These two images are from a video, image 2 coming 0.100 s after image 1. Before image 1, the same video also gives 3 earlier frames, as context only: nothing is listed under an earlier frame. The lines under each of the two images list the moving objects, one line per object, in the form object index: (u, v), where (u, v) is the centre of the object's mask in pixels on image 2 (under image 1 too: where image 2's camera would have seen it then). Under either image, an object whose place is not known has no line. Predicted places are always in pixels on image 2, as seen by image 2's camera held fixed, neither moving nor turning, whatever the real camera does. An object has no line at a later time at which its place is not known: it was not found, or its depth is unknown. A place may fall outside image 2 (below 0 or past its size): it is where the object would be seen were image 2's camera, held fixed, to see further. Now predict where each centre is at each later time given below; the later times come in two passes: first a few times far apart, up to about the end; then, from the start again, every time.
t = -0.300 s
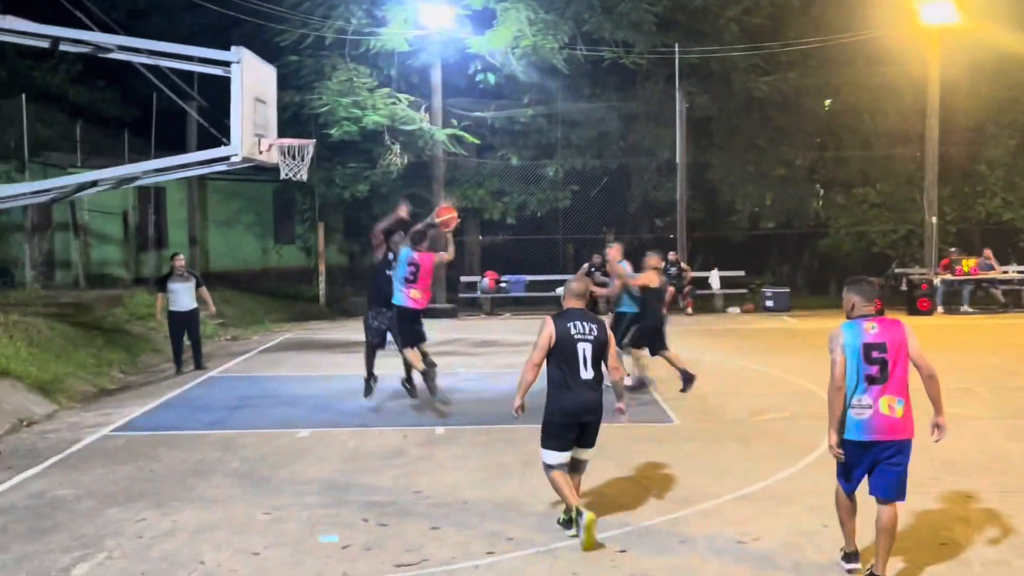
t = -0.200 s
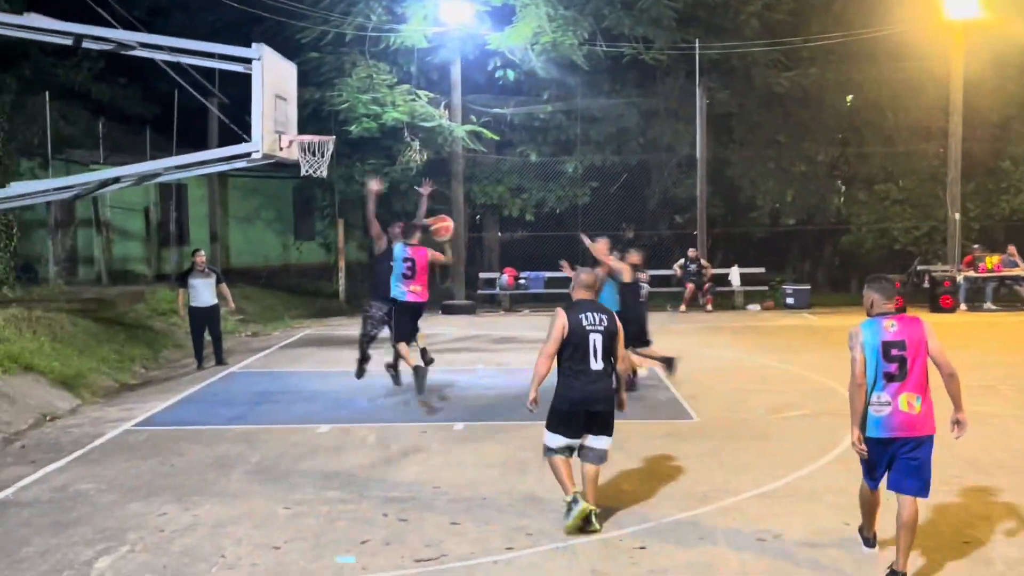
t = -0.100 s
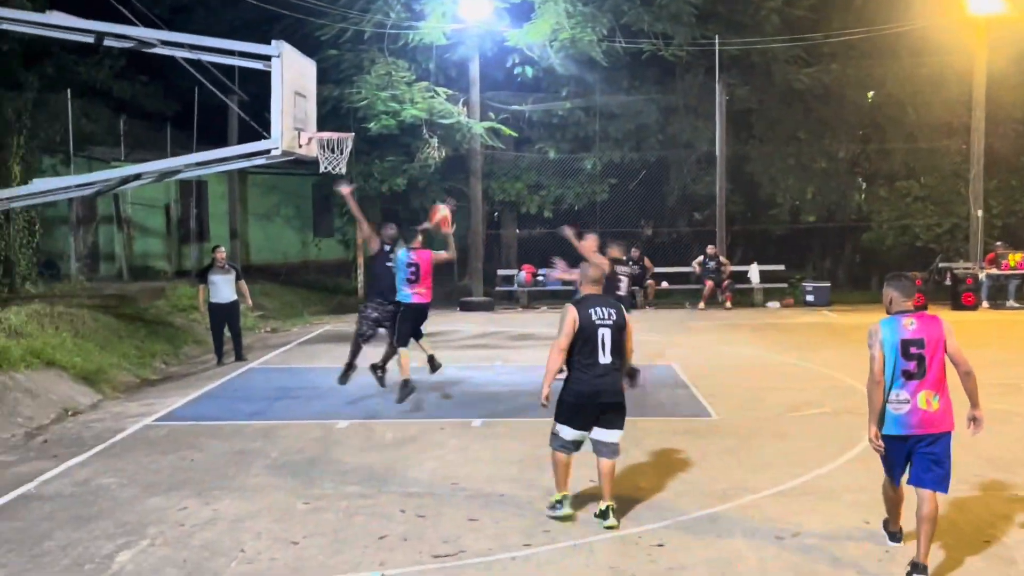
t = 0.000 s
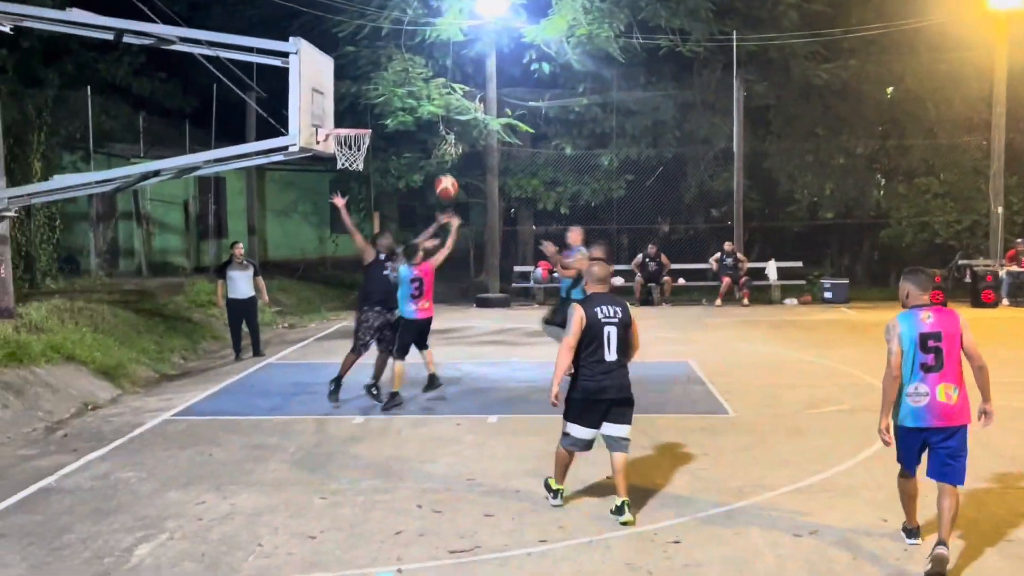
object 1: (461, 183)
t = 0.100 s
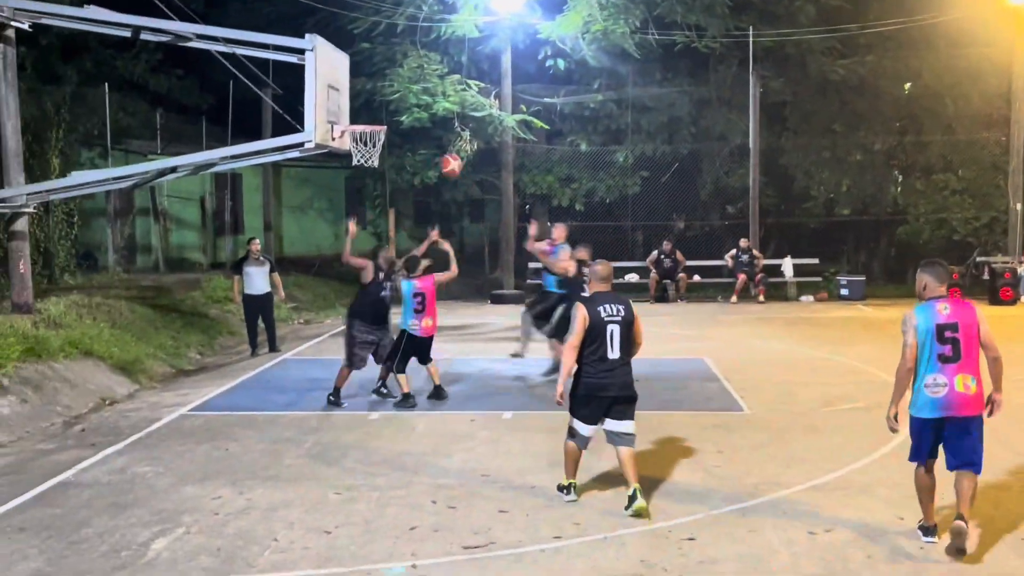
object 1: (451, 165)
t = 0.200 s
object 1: (442, 157)
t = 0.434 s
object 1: (422, 174)
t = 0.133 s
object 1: (448, 161)
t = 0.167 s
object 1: (444, 158)
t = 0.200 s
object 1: (442, 157)
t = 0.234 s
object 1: (439, 157)
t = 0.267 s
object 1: (436, 157)
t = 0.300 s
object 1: (433, 159)
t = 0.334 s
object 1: (431, 160)
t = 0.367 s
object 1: (428, 164)
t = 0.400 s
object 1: (425, 168)
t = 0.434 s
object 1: (422, 174)
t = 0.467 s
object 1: (420, 179)
